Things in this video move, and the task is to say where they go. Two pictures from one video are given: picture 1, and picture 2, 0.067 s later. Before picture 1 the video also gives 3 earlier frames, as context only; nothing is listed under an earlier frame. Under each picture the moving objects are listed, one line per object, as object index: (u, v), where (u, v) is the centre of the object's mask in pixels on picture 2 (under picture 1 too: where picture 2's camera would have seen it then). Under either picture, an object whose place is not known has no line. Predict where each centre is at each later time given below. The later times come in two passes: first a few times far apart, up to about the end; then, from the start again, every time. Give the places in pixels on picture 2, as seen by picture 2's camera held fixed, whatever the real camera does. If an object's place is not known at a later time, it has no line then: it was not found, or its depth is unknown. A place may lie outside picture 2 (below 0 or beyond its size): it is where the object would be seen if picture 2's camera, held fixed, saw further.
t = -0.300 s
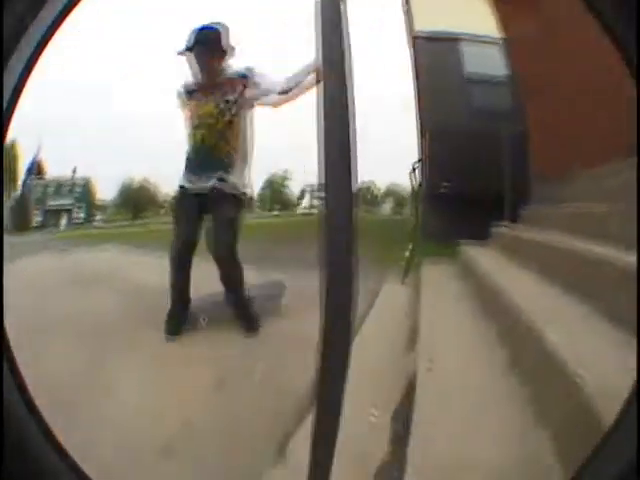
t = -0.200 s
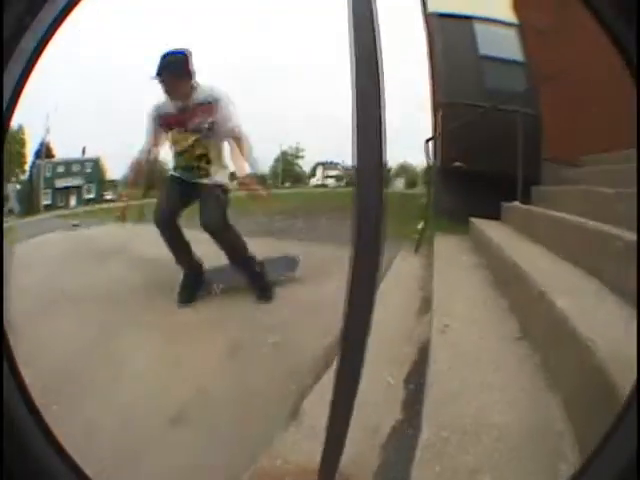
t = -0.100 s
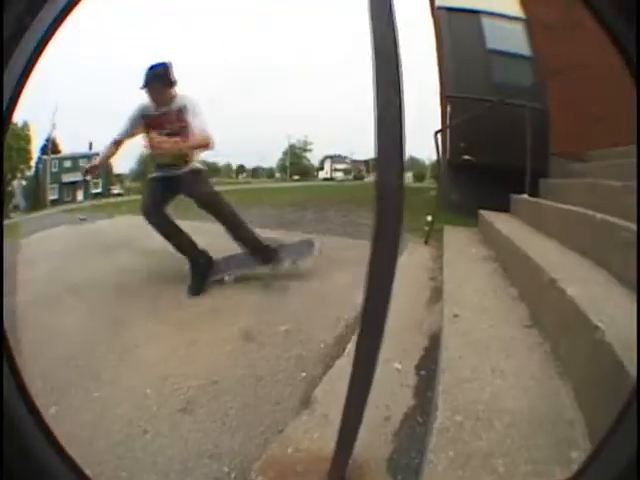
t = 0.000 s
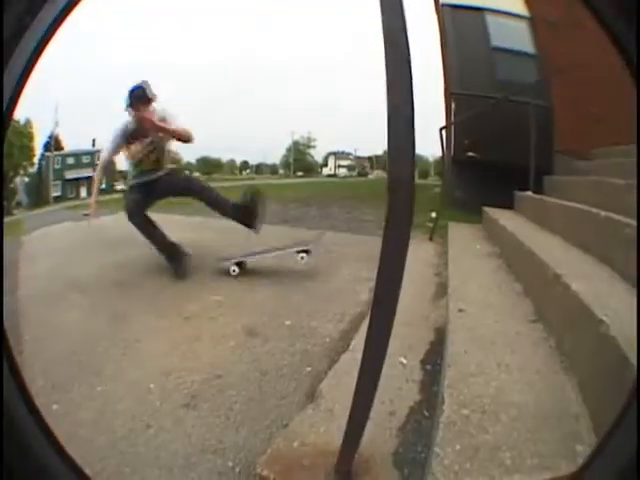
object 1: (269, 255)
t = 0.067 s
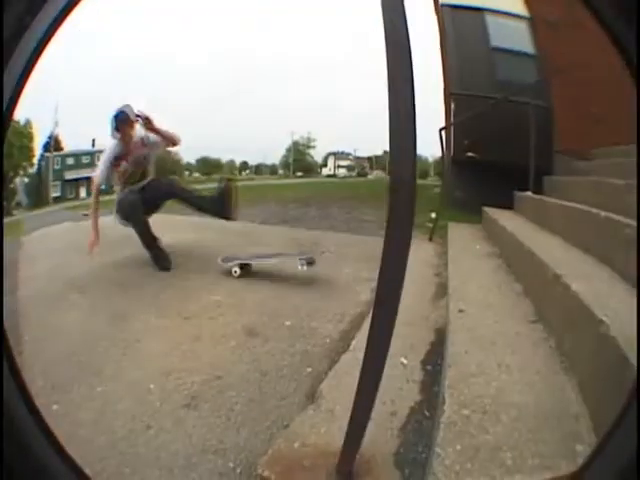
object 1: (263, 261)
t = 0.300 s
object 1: (290, 272)
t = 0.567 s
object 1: (305, 272)
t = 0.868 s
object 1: (309, 271)
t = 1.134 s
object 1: (308, 269)
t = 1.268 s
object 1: (307, 268)
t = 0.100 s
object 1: (271, 264)
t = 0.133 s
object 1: (276, 269)
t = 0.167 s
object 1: (280, 269)
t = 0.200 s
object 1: (283, 270)
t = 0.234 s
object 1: (285, 272)
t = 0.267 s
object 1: (288, 272)
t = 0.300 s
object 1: (290, 272)
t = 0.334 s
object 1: (293, 273)
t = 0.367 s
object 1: (295, 272)
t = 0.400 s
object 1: (297, 272)
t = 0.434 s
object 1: (298, 272)
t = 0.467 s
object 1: (300, 272)
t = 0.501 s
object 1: (301, 272)
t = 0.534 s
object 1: (303, 272)
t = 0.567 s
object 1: (305, 272)
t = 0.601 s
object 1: (305, 272)
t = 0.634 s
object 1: (306, 272)
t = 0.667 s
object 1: (308, 272)
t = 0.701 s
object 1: (308, 271)
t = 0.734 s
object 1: (308, 272)
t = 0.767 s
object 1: (309, 271)
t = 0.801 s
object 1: (309, 271)
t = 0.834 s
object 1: (309, 271)
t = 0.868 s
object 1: (309, 271)
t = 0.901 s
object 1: (309, 271)
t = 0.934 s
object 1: (309, 270)
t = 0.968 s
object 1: (309, 270)
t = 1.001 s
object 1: (309, 269)
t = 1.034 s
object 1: (309, 269)
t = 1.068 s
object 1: (309, 269)
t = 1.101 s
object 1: (309, 269)
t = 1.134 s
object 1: (308, 269)
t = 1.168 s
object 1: (308, 268)
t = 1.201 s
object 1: (308, 268)
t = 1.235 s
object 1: (307, 268)
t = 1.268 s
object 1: (307, 268)
